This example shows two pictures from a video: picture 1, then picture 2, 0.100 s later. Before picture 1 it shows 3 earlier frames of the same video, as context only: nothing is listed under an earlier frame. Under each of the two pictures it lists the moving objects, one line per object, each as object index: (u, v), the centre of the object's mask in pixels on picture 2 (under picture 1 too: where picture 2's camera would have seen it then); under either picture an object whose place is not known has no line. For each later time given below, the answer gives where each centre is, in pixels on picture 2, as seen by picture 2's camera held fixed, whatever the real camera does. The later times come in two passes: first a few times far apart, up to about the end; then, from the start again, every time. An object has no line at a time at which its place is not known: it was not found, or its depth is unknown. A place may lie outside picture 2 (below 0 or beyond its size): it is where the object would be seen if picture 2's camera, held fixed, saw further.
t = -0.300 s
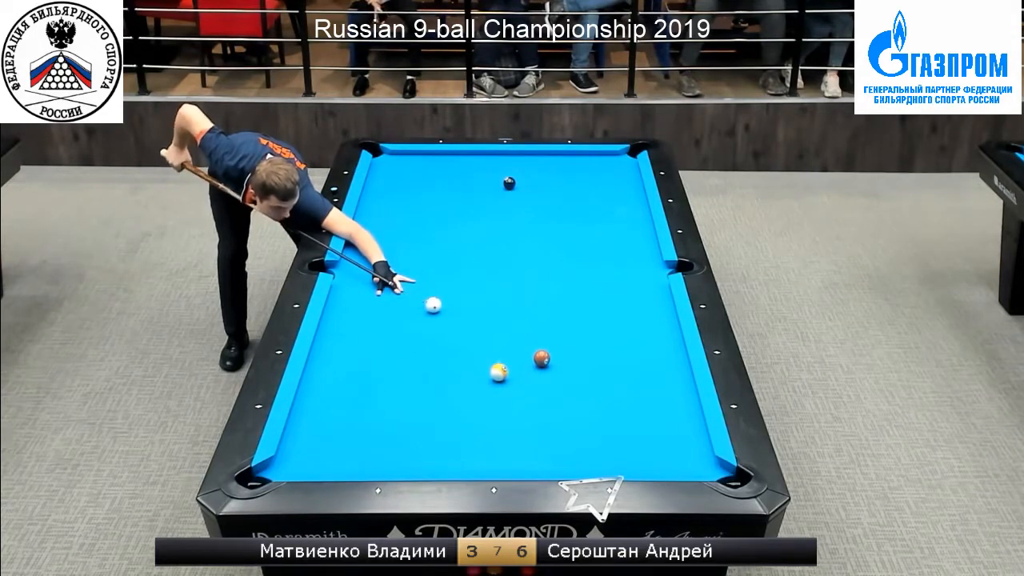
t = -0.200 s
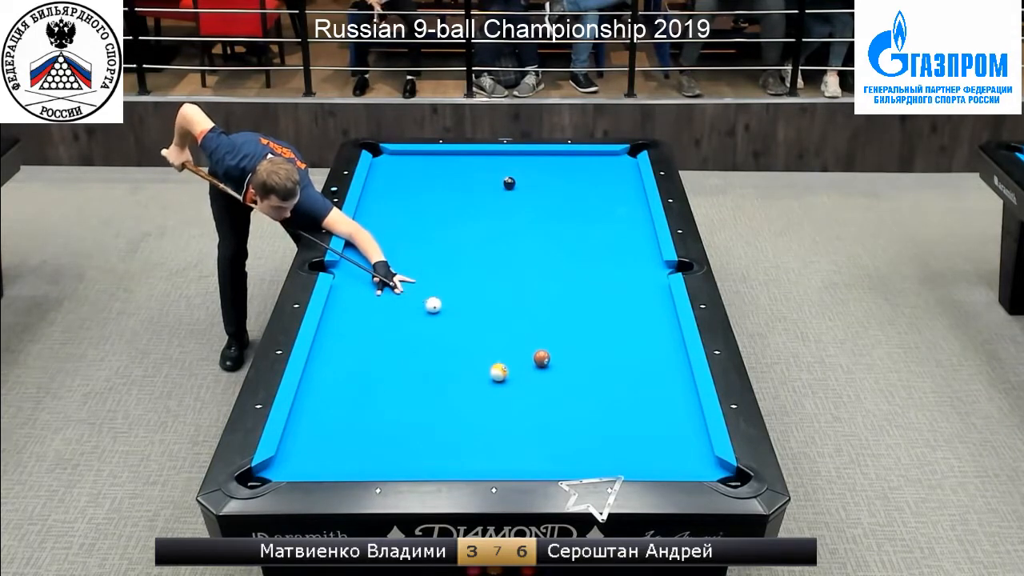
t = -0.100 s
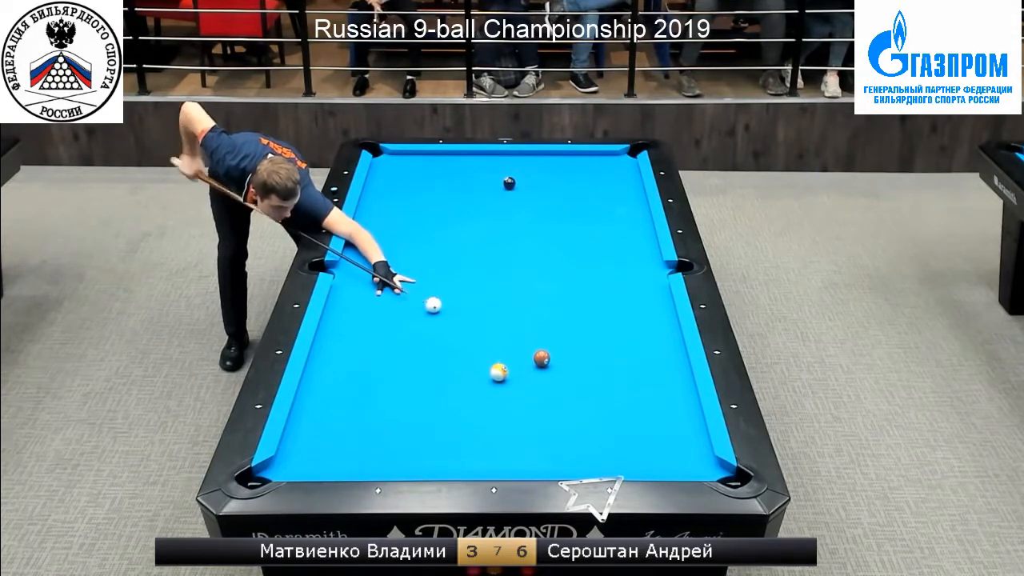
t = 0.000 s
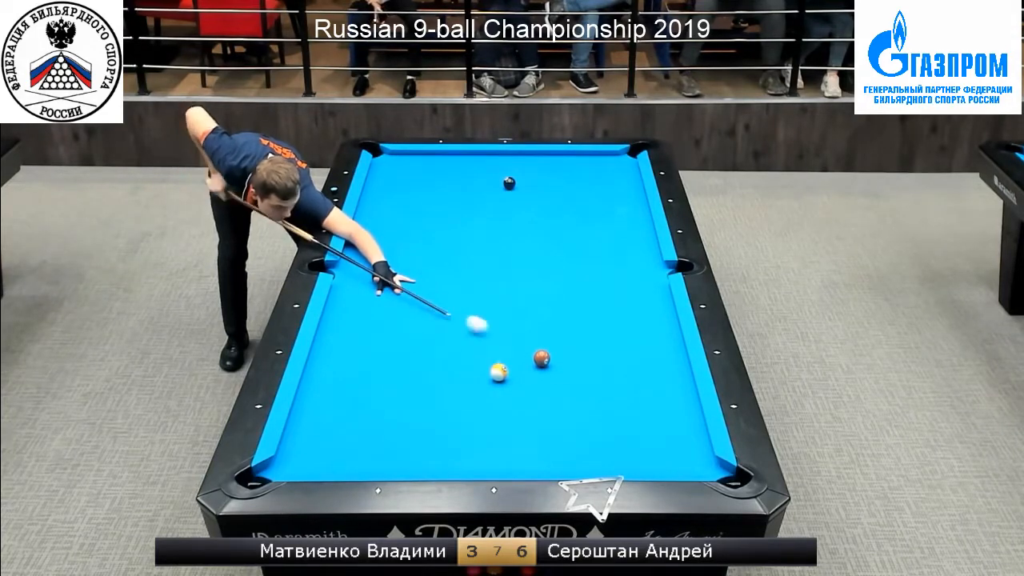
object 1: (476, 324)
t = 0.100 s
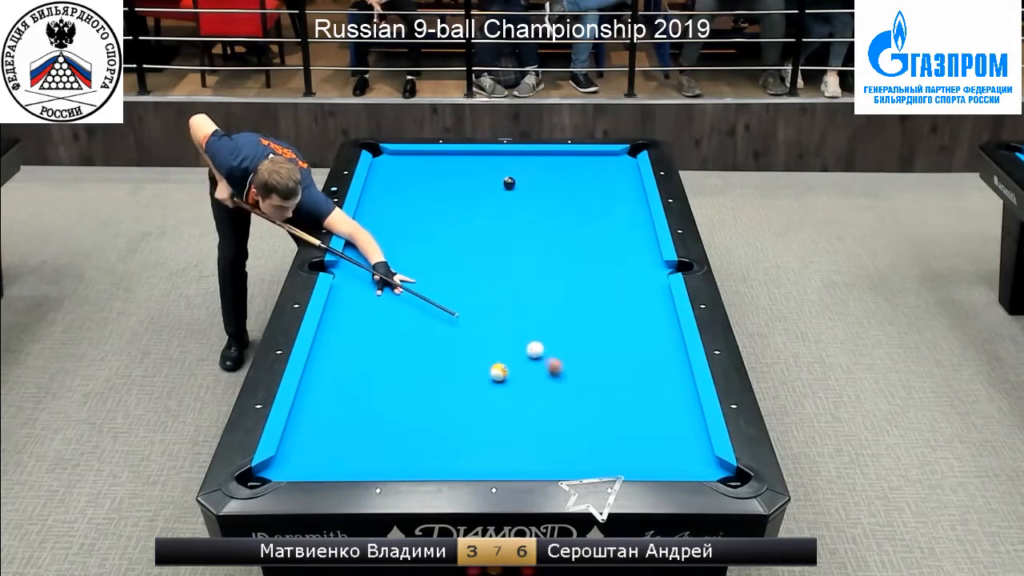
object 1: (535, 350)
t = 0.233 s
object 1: (549, 343)
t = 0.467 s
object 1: (556, 328)
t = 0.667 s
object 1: (560, 316)
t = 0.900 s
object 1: (566, 303)
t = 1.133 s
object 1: (571, 292)
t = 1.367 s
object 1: (575, 281)
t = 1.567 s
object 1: (579, 273)
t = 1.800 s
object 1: (583, 264)
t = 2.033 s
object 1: (587, 256)
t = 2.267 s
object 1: (590, 248)
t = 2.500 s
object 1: (593, 242)
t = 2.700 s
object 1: (596, 237)
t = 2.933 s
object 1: (598, 231)
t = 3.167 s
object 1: (601, 226)
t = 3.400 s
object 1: (603, 222)
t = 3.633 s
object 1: (605, 218)
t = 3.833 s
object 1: (607, 216)
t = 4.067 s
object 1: (609, 213)
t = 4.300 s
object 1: (610, 210)
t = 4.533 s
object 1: (612, 208)
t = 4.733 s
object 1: (613, 207)
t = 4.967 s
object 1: (614, 206)
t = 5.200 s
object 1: (614, 205)
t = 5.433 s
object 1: (615, 205)
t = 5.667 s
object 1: (615, 205)
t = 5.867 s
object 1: (615, 205)
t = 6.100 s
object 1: (615, 205)
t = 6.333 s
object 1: (615, 205)
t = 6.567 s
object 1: (615, 205)
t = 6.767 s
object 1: (615, 205)
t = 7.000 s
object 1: (615, 204)
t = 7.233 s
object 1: (615, 204)
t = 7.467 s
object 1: (615, 204)
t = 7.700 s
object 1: (615, 204)
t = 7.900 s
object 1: (615, 204)
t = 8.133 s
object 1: (615, 204)
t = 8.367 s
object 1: (615, 204)
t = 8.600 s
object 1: (615, 204)
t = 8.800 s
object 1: (615, 204)
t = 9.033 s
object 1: (615, 204)
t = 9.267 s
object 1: (615, 204)
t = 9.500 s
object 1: (615, 204)
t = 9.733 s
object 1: (615, 204)
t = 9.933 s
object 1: (615, 205)
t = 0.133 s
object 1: (540, 348)
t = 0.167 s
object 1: (544, 346)
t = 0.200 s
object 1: (547, 344)
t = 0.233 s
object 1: (549, 343)
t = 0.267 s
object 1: (551, 340)
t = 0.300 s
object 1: (552, 338)
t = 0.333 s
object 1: (553, 336)
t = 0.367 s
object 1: (554, 334)
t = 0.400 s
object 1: (554, 332)
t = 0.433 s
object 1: (555, 330)
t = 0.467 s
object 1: (556, 328)
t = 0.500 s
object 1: (557, 326)
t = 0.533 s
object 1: (557, 324)
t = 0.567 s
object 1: (558, 322)
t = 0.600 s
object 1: (559, 320)
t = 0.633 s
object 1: (560, 318)
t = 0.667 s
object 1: (560, 316)
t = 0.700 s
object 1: (561, 314)
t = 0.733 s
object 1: (562, 312)
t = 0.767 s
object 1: (563, 310)
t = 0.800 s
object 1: (564, 308)
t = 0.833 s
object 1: (564, 307)
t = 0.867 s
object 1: (565, 305)
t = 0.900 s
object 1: (566, 303)
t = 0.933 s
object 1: (567, 302)
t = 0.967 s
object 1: (567, 300)
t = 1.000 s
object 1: (568, 298)
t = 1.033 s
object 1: (569, 296)
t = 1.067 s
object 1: (569, 295)
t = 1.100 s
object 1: (570, 293)
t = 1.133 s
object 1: (571, 292)
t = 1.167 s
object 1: (571, 290)
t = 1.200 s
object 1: (572, 289)
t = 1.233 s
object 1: (573, 287)
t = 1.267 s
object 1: (573, 286)
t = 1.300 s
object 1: (574, 284)
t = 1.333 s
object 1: (575, 283)
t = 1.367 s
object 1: (575, 281)
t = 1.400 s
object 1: (576, 280)
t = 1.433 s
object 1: (576, 278)
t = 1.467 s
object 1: (577, 277)
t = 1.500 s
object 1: (578, 275)
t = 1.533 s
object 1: (578, 274)
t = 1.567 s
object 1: (579, 273)
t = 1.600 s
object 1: (580, 271)
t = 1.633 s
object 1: (580, 270)
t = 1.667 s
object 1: (581, 269)
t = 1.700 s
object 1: (582, 268)
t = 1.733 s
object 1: (582, 266)
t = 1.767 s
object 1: (582, 265)
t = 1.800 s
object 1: (583, 264)
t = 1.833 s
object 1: (584, 263)
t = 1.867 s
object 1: (584, 262)
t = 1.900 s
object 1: (585, 260)
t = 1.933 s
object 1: (585, 259)
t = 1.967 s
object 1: (586, 258)
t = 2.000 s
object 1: (586, 257)
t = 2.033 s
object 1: (587, 256)
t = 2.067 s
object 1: (587, 255)
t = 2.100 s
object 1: (588, 254)
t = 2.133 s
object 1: (588, 253)
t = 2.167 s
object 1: (589, 252)
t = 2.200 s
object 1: (589, 251)
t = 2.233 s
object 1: (590, 250)
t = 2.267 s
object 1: (590, 248)
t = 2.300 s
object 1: (591, 248)
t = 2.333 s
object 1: (591, 247)
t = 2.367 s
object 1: (591, 246)
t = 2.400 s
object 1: (592, 245)
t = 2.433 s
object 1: (592, 244)
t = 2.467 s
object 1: (593, 243)
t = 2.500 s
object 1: (593, 242)
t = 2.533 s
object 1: (594, 241)
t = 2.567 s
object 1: (594, 240)
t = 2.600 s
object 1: (595, 239)
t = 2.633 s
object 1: (595, 238)
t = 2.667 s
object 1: (595, 238)
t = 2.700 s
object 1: (596, 237)
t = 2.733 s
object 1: (596, 236)
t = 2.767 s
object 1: (597, 235)
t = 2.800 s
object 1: (597, 234)
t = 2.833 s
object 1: (597, 233)
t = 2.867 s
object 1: (598, 233)
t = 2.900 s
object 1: (598, 232)
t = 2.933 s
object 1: (598, 231)
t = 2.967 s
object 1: (599, 231)
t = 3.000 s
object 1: (599, 230)
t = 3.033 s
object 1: (599, 229)
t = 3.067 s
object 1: (600, 228)
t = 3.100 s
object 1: (600, 228)
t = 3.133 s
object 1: (601, 227)
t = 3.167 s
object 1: (601, 226)
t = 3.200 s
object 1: (601, 226)
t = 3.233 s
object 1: (602, 225)
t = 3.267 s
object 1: (602, 224)
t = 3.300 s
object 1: (602, 224)
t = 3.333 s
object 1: (603, 223)
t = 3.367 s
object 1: (603, 223)
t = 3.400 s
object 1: (603, 222)
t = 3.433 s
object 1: (604, 222)
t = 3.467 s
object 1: (604, 221)
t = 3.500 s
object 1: (604, 220)
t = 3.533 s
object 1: (604, 220)
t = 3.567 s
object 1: (605, 220)
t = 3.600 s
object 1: (605, 219)
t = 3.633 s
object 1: (605, 218)
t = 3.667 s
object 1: (606, 218)
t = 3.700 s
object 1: (606, 217)
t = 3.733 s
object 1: (606, 217)
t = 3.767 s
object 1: (606, 216)
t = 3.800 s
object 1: (607, 216)
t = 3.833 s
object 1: (607, 216)
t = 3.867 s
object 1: (607, 215)
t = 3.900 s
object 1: (607, 215)
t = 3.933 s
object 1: (607, 214)
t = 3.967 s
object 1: (608, 214)
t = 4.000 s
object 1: (608, 213)
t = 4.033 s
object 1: (608, 213)
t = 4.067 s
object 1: (609, 213)
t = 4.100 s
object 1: (609, 212)
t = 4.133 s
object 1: (609, 212)
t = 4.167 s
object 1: (609, 212)
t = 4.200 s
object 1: (609, 211)
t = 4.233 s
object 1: (610, 211)
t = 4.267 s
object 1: (610, 211)
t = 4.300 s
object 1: (610, 210)
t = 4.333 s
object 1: (610, 210)
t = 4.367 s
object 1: (610, 210)
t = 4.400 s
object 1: (611, 210)
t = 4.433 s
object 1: (611, 209)
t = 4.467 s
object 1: (611, 209)
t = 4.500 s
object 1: (611, 209)
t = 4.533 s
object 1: (612, 208)
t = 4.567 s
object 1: (612, 208)
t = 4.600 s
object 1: (612, 208)
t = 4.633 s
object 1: (612, 208)
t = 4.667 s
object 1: (612, 208)
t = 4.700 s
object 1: (613, 207)
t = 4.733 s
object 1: (613, 207)
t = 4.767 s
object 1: (613, 207)
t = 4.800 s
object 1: (613, 207)
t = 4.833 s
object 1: (613, 207)
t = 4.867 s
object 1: (613, 206)
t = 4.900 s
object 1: (613, 206)
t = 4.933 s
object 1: (614, 206)
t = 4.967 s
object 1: (614, 206)
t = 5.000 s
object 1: (614, 206)
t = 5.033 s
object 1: (614, 206)
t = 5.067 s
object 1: (614, 205)
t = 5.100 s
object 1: (614, 205)
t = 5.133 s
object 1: (614, 205)
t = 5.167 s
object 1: (614, 205)
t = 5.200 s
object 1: (614, 205)
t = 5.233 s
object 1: (614, 205)
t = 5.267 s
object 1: (614, 205)
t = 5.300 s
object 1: (615, 205)
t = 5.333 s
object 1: (615, 205)
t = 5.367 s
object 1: (615, 205)
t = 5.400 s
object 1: (615, 205)
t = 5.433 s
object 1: (615, 205)
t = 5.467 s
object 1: (615, 205)
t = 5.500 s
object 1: (615, 205)
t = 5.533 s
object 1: (615, 205)
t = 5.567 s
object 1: (615, 205)
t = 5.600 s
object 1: (615, 205)
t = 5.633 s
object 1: (615, 205)
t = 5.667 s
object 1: (615, 205)
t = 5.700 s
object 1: (615, 205)
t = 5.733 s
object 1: (615, 205)
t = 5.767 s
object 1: (615, 205)
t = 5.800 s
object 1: (615, 205)
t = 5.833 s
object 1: (615, 205)
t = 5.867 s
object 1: (615, 205)
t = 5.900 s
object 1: (615, 205)
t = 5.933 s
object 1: (615, 205)
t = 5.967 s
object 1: (615, 205)
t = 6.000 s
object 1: (615, 205)
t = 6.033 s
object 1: (615, 205)
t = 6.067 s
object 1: (615, 205)
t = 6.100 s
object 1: (615, 205)
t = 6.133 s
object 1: (615, 205)
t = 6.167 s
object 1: (615, 205)
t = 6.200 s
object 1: (615, 205)
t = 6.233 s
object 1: (615, 205)
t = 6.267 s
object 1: (615, 205)
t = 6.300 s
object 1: (615, 205)
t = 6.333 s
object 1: (615, 205)
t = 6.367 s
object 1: (615, 205)
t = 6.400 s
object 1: (615, 205)
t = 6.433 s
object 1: (615, 205)
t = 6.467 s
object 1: (615, 205)
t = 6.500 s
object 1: (615, 205)
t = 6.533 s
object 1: (615, 205)
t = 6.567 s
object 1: (615, 205)
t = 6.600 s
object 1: (615, 205)
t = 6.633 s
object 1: (615, 205)
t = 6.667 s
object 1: (615, 205)
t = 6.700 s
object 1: (615, 205)
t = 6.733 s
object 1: (615, 205)
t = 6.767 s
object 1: (615, 205)
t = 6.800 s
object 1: (615, 205)
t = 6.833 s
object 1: (615, 205)
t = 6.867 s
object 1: (615, 205)
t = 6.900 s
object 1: (615, 205)
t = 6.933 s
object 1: (615, 204)
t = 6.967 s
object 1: (615, 204)
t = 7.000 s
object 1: (615, 204)
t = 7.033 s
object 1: (615, 204)
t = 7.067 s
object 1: (615, 204)
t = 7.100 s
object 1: (615, 204)
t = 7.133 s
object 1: (615, 204)
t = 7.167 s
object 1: (615, 204)
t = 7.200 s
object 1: (615, 204)
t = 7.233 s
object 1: (615, 204)
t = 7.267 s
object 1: (615, 204)
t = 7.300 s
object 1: (615, 204)
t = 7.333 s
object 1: (615, 204)
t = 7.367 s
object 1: (615, 204)
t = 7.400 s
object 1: (615, 204)
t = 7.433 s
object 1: (615, 204)
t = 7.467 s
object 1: (615, 204)
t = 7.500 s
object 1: (615, 204)
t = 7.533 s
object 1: (615, 204)
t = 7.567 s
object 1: (615, 204)
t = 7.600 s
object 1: (615, 204)
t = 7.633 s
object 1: (615, 204)
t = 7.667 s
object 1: (615, 204)
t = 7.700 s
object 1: (615, 204)
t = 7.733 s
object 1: (615, 204)
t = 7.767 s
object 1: (615, 204)
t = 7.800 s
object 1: (615, 204)
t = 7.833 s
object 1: (615, 204)
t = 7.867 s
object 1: (615, 204)
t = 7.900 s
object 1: (615, 204)
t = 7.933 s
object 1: (615, 204)
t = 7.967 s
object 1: (615, 204)
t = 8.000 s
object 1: (615, 204)
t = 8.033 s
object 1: (615, 204)
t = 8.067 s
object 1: (615, 204)
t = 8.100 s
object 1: (615, 204)
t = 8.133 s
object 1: (615, 204)
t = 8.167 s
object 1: (615, 204)
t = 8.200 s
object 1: (615, 204)
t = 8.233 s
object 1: (615, 204)
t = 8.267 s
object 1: (615, 204)
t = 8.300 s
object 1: (615, 204)
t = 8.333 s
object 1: (615, 204)
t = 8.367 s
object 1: (615, 204)
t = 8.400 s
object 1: (615, 204)
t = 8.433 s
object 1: (615, 205)
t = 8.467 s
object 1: (615, 204)
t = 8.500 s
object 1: (615, 204)
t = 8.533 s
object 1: (615, 204)
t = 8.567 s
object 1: (615, 204)
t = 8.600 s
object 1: (615, 204)
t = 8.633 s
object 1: (615, 204)
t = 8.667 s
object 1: (615, 204)
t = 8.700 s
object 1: (615, 204)
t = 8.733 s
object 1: (615, 204)
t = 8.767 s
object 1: (615, 204)
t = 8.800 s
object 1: (615, 204)
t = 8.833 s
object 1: (615, 204)
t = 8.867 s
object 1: (615, 204)
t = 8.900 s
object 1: (615, 205)
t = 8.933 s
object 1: (615, 204)
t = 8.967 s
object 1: (615, 205)
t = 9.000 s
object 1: (615, 204)
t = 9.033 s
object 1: (615, 204)
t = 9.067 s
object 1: (615, 204)
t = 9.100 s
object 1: (615, 204)
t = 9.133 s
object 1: (615, 204)
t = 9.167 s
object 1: (615, 204)
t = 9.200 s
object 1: (615, 204)
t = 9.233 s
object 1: (615, 204)
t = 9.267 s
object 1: (615, 204)
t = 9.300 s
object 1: (615, 204)
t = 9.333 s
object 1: (615, 204)
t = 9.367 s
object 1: (615, 204)
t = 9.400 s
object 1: (615, 204)
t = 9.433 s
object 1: (615, 204)
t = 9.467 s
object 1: (615, 204)
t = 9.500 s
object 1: (615, 204)
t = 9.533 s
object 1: (615, 204)
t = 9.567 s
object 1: (615, 204)
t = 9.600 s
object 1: (615, 204)
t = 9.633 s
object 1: (615, 204)
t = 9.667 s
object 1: (615, 204)
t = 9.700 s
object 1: (615, 204)
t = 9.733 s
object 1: (615, 204)
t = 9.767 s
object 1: (615, 204)
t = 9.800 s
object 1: (615, 204)
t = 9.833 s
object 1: (615, 204)
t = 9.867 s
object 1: (615, 205)
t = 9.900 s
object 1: (615, 205)
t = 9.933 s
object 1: (615, 205)
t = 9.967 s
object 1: (615, 204)
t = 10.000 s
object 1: (615, 204)
